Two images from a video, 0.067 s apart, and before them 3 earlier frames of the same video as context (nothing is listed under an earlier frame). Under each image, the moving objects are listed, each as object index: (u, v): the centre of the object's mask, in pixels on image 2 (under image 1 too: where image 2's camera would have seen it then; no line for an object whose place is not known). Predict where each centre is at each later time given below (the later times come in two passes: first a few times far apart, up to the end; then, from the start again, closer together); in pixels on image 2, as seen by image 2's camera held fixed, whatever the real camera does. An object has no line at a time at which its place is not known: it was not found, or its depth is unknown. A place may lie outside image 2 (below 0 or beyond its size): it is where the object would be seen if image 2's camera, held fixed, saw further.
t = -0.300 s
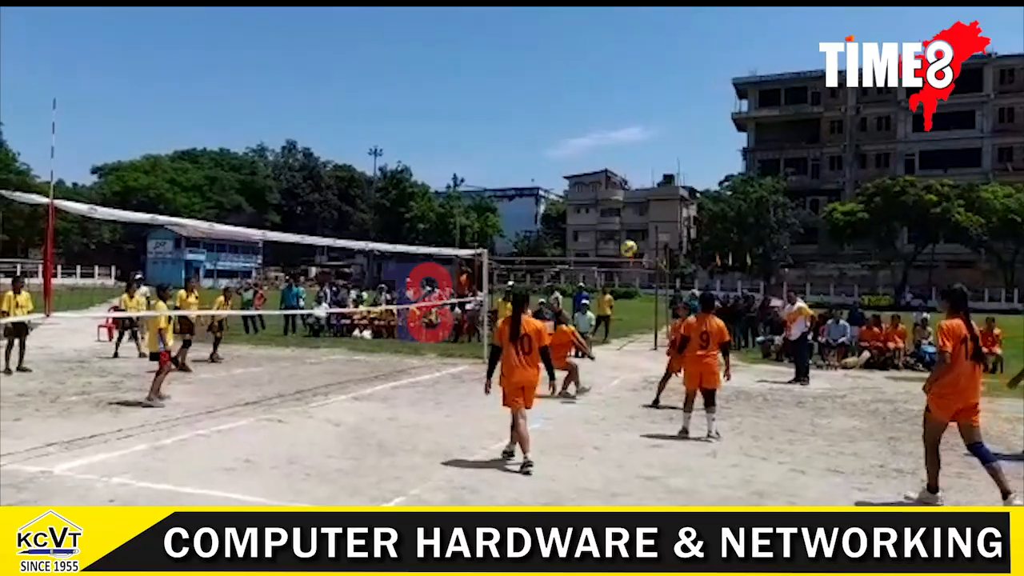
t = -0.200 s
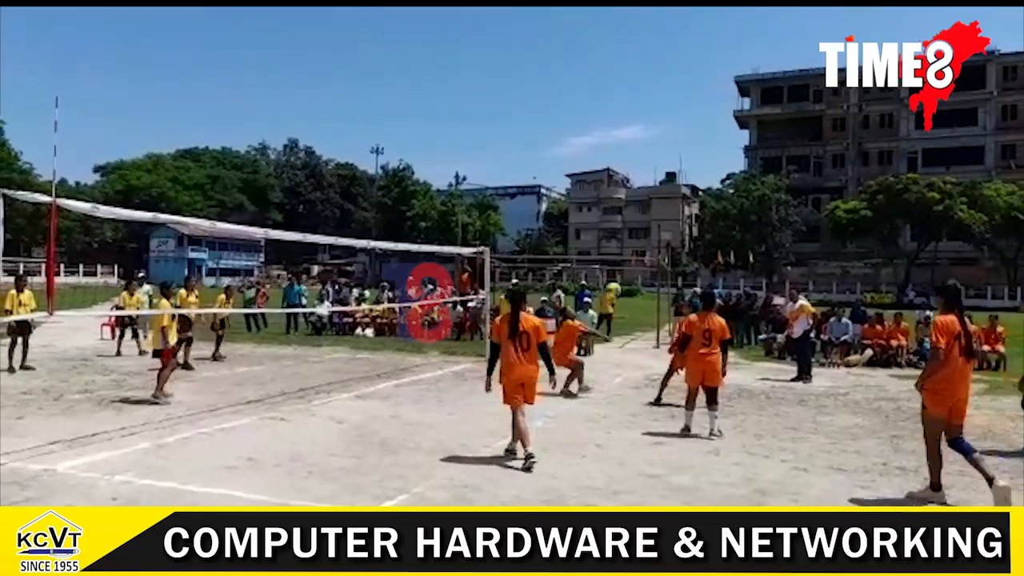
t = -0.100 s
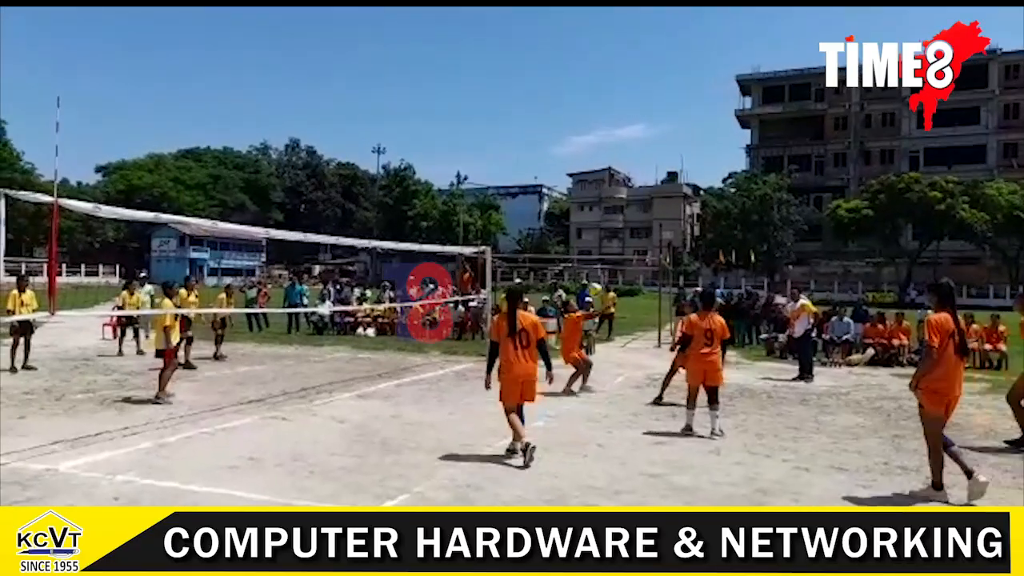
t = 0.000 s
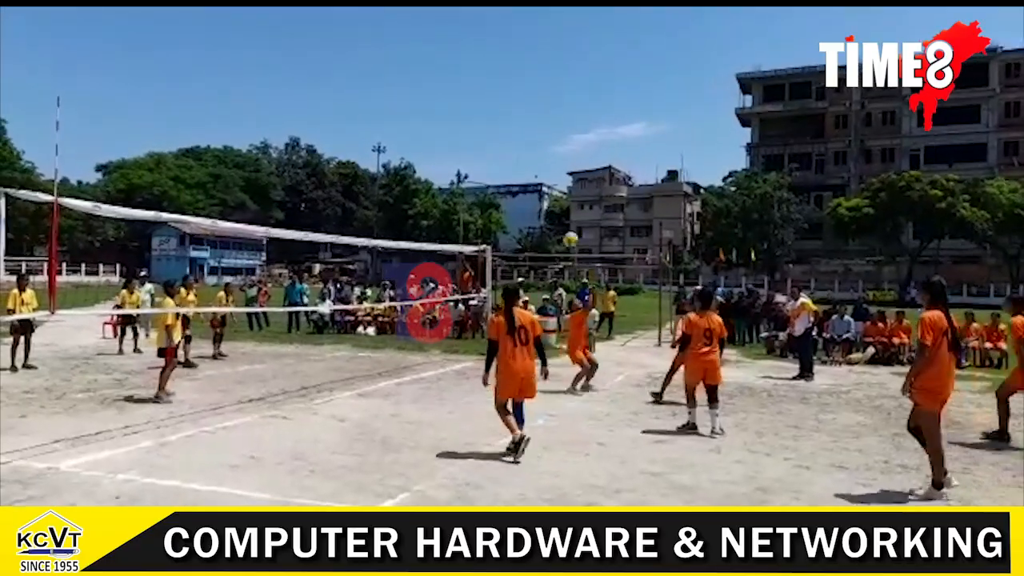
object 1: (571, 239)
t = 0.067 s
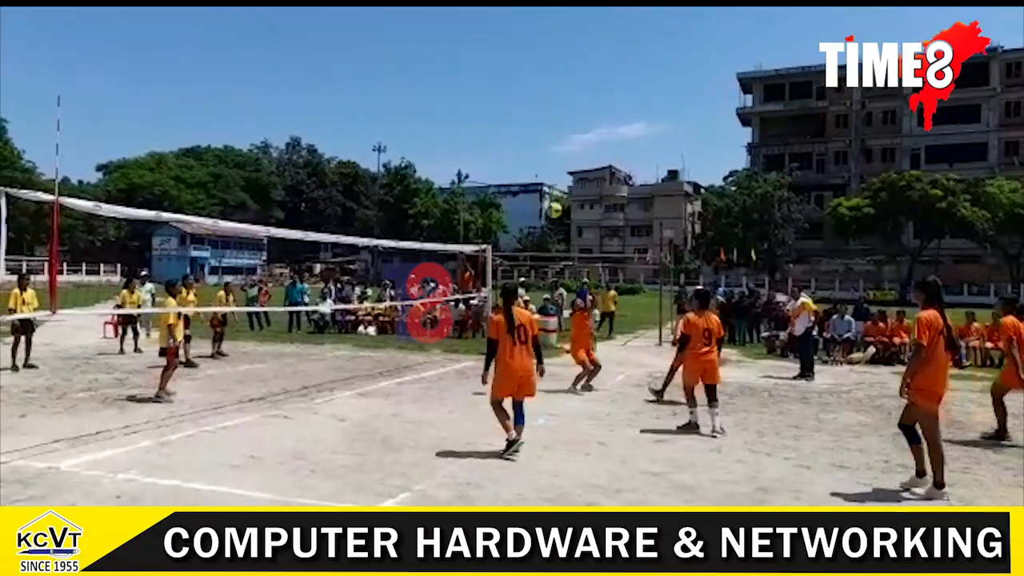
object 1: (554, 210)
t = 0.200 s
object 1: (521, 160)
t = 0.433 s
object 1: (460, 102)
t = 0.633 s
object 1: (407, 81)
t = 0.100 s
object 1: (545, 196)
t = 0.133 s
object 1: (538, 184)
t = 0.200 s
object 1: (521, 160)
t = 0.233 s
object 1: (512, 149)
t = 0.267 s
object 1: (504, 140)
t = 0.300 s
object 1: (495, 130)
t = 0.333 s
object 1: (487, 122)
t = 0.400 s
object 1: (469, 107)
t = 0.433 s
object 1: (460, 102)
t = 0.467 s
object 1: (452, 96)
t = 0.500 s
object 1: (443, 92)
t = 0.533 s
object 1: (433, 88)
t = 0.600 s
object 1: (416, 82)
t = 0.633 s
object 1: (407, 81)
